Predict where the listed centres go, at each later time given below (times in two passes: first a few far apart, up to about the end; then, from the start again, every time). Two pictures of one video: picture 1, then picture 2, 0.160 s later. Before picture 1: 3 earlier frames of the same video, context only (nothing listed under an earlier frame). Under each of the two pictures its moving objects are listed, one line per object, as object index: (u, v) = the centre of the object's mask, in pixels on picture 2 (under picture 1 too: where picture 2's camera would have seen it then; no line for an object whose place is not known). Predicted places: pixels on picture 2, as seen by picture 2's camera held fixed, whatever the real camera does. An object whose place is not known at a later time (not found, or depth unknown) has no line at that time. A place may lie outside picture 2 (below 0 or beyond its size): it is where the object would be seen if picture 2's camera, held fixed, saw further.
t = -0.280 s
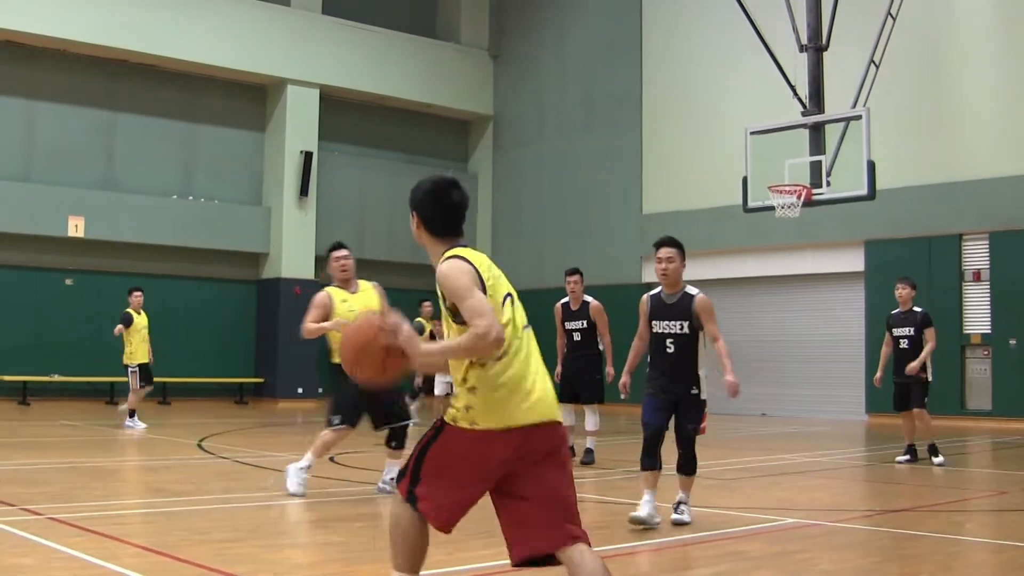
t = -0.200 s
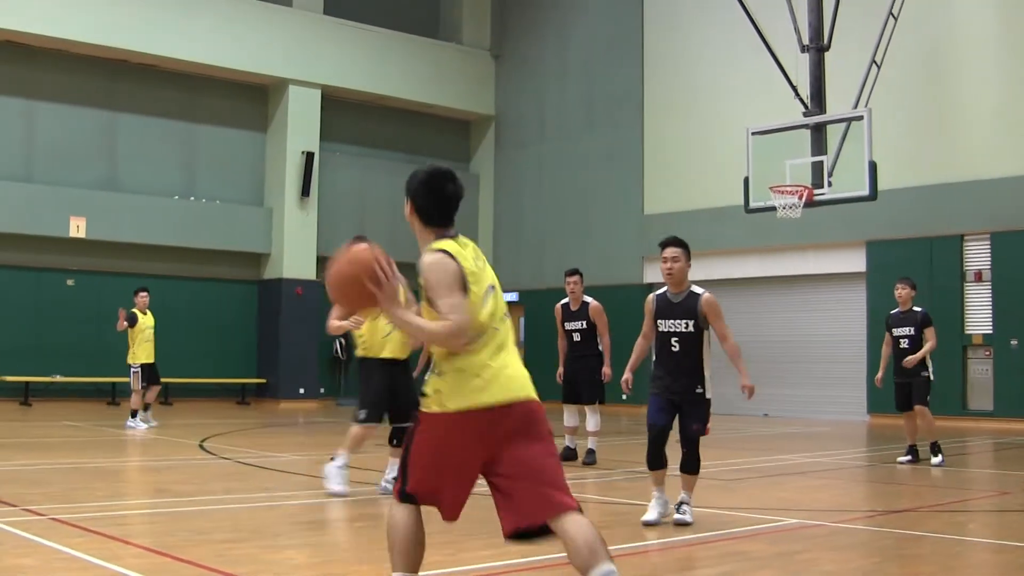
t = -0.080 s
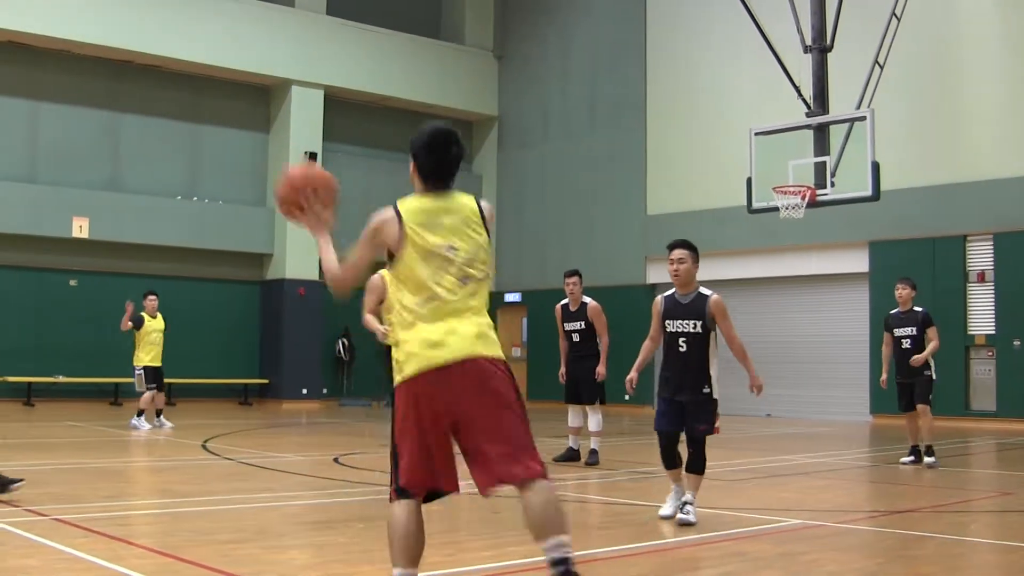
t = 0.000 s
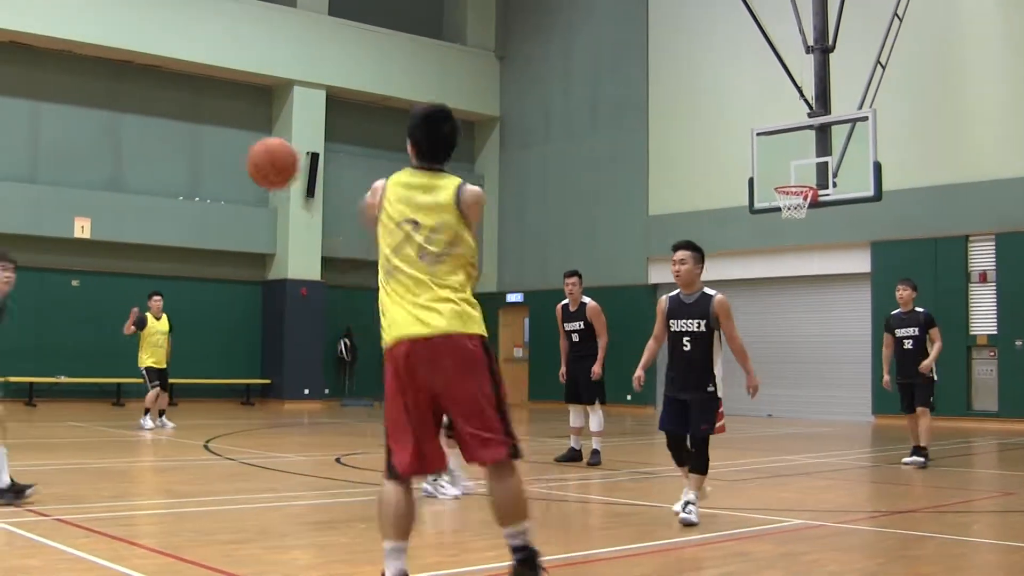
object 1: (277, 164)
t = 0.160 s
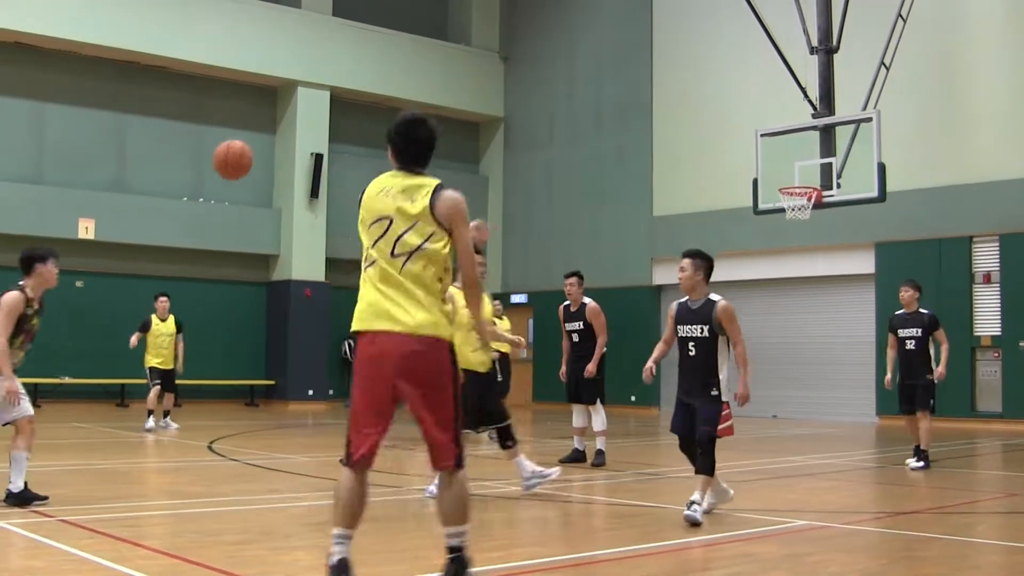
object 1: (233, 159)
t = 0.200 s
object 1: (225, 163)
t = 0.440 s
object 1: (190, 216)
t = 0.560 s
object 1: (179, 254)
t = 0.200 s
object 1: (225, 163)
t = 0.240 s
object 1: (218, 169)
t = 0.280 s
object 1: (211, 176)
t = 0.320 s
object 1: (205, 185)
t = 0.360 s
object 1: (200, 195)
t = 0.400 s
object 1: (195, 205)
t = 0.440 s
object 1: (190, 216)
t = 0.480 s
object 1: (186, 228)
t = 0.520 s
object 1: (182, 241)
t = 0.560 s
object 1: (179, 254)
